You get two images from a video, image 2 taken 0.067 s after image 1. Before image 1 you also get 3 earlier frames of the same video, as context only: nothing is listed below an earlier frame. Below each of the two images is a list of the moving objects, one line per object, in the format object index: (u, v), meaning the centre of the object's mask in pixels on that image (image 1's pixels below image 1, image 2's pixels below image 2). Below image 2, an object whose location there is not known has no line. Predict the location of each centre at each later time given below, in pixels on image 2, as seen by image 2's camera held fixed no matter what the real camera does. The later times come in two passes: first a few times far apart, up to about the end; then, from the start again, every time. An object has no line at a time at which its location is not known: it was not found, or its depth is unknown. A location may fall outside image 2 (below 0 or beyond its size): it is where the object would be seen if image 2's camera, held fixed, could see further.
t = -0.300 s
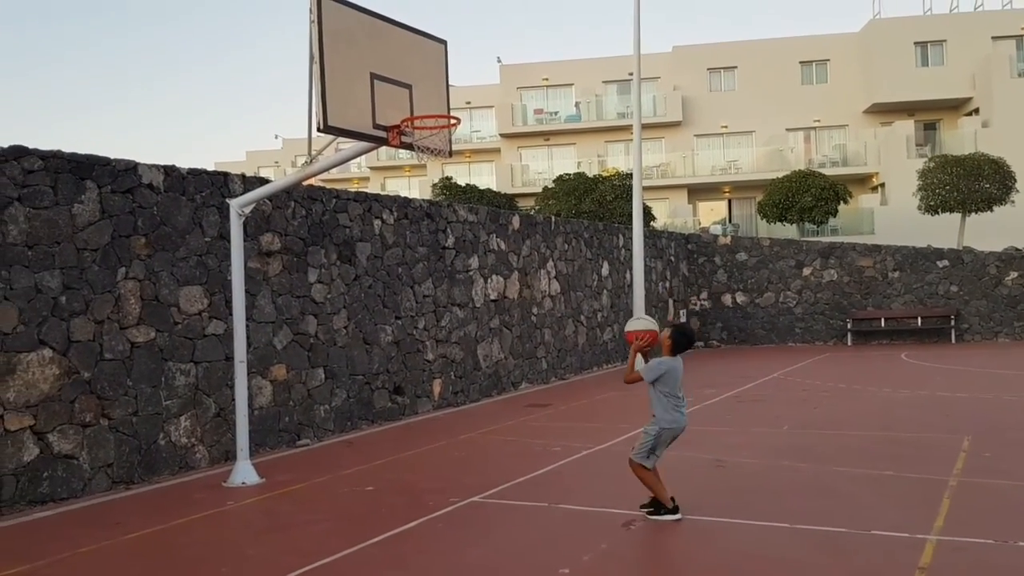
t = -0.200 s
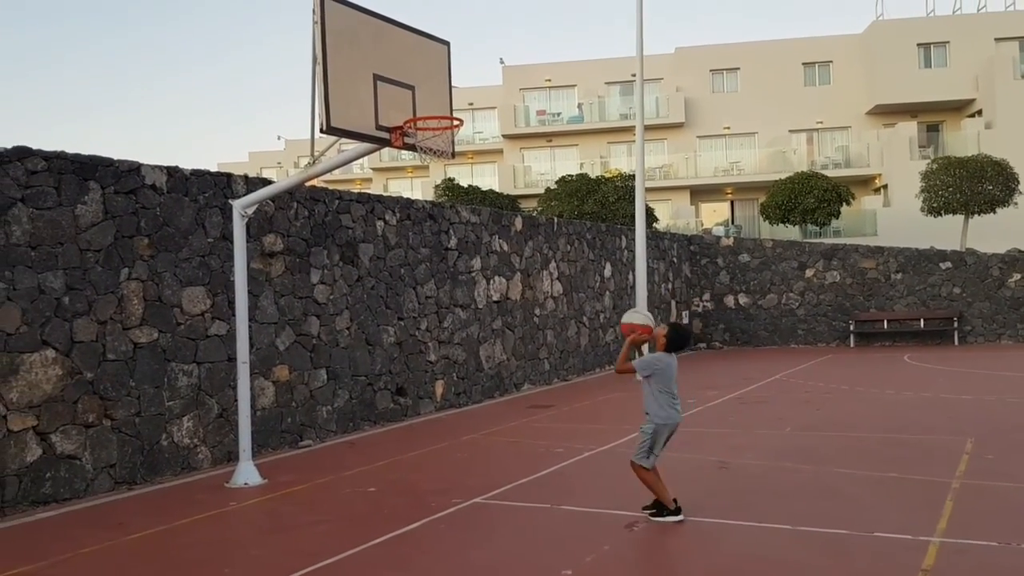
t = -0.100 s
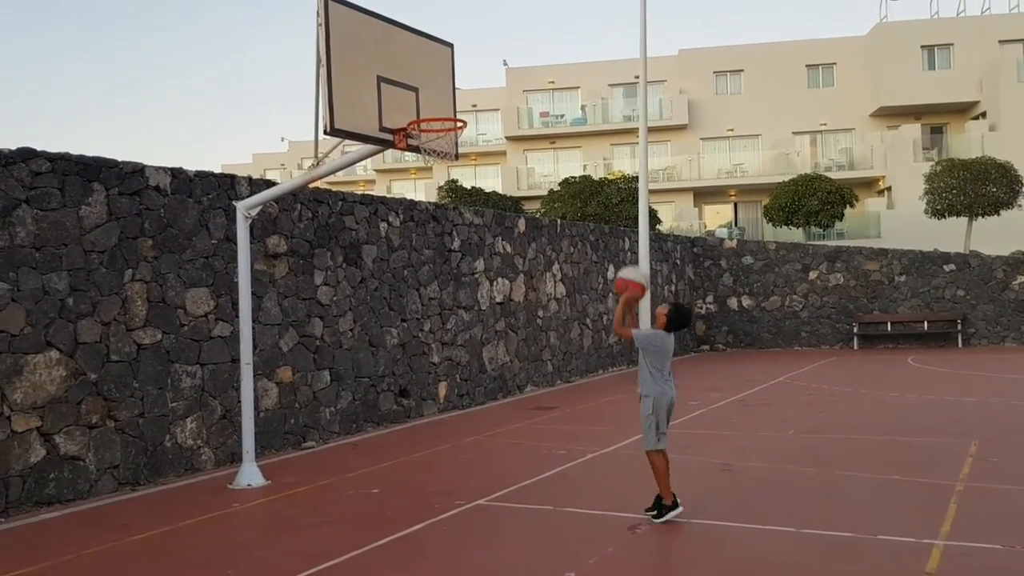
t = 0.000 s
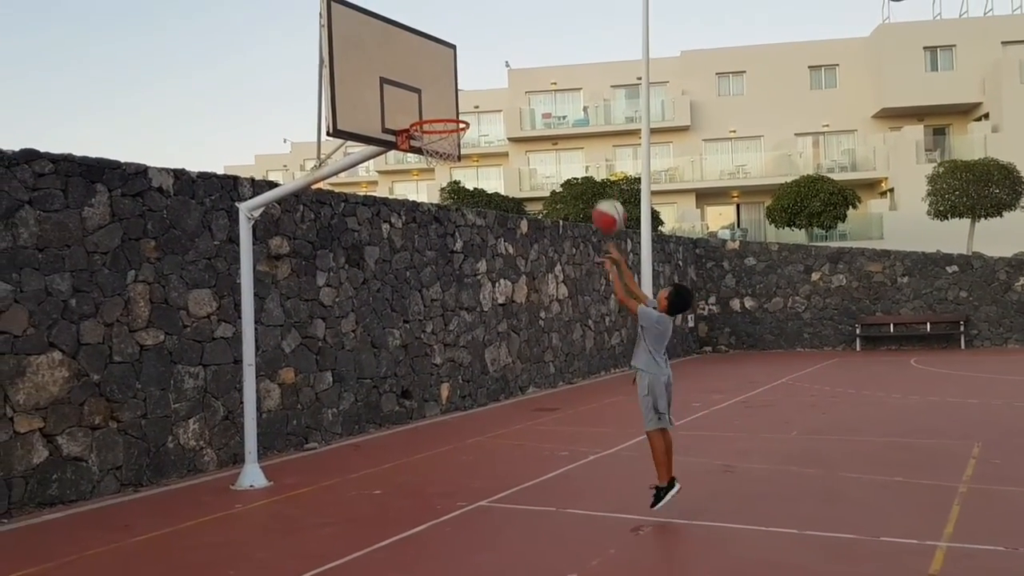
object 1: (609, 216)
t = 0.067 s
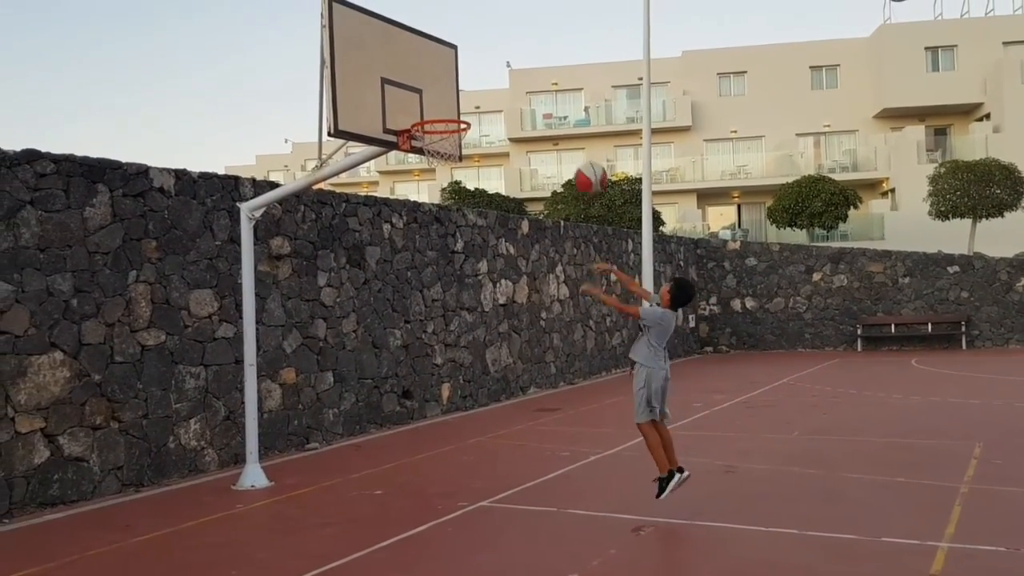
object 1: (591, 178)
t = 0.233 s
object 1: (543, 109)
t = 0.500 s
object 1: (476, 79)
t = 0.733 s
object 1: (430, 120)
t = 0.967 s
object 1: (449, 153)
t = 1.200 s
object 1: (468, 200)
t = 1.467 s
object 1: (495, 347)
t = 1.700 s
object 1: (515, 450)
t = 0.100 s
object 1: (580, 161)
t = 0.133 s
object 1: (571, 145)
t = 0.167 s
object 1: (561, 131)
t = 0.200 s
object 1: (552, 119)
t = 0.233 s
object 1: (543, 109)
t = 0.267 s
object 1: (534, 100)
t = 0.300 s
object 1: (525, 92)
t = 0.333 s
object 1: (516, 87)
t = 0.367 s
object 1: (508, 82)
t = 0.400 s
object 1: (500, 79)
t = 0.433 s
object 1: (492, 78)
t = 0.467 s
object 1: (484, 78)
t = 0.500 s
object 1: (476, 79)
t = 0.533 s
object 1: (468, 82)
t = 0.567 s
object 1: (461, 86)
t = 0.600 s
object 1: (453, 92)
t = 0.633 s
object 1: (446, 99)
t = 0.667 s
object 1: (438, 105)
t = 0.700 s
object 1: (433, 114)
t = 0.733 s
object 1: (430, 120)
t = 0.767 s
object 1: (428, 128)
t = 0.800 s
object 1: (432, 134)
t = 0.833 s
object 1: (433, 138)
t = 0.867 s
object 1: (438, 141)
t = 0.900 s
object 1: (440, 145)
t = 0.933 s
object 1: (446, 149)
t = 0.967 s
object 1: (449, 153)
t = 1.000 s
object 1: (452, 155)
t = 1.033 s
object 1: (454, 158)
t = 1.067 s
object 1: (456, 164)
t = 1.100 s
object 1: (459, 171)
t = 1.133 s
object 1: (462, 180)
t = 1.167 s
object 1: (465, 189)
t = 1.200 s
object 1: (468, 200)
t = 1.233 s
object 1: (471, 214)
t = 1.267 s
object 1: (474, 229)
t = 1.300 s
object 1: (478, 244)
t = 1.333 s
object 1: (480, 261)
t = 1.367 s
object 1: (484, 280)
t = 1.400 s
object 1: (488, 301)
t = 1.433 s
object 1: (492, 325)
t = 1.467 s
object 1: (495, 347)
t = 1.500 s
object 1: (499, 373)
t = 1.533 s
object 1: (503, 399)
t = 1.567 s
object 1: (507, 428)
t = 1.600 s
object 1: (511, 458)
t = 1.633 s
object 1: (515, 491)
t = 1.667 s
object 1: (516, 475)
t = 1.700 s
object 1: (515, 450)
